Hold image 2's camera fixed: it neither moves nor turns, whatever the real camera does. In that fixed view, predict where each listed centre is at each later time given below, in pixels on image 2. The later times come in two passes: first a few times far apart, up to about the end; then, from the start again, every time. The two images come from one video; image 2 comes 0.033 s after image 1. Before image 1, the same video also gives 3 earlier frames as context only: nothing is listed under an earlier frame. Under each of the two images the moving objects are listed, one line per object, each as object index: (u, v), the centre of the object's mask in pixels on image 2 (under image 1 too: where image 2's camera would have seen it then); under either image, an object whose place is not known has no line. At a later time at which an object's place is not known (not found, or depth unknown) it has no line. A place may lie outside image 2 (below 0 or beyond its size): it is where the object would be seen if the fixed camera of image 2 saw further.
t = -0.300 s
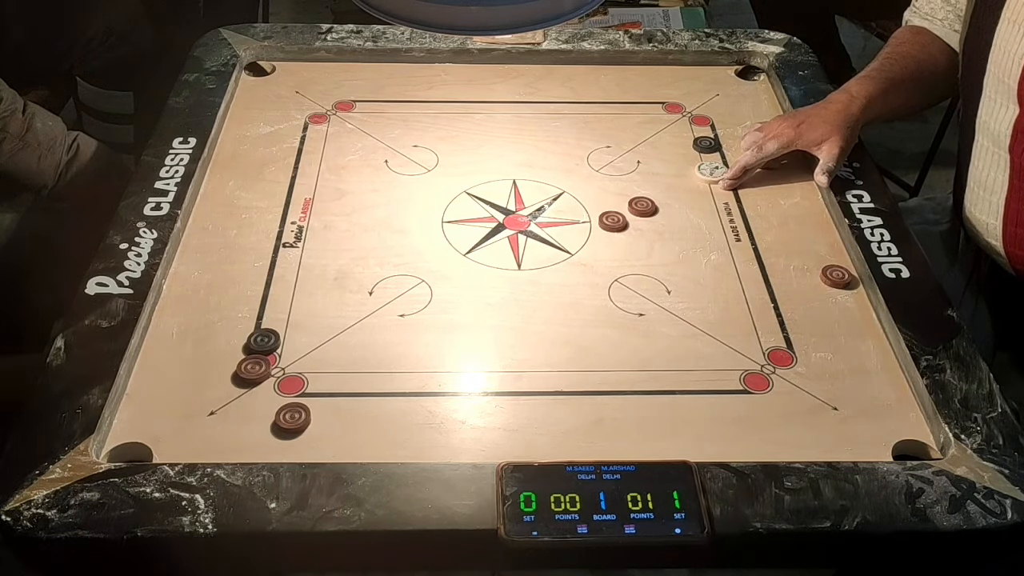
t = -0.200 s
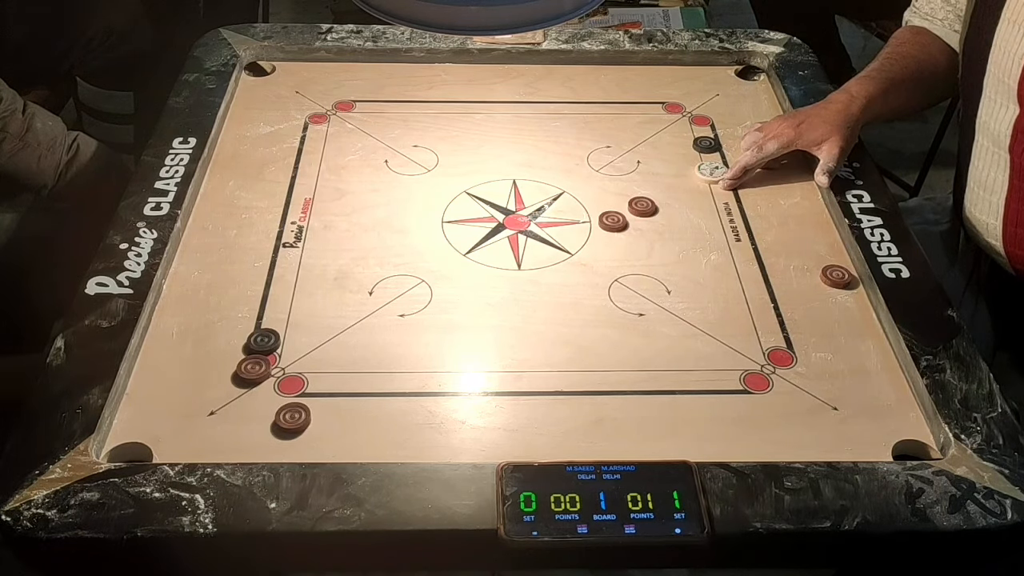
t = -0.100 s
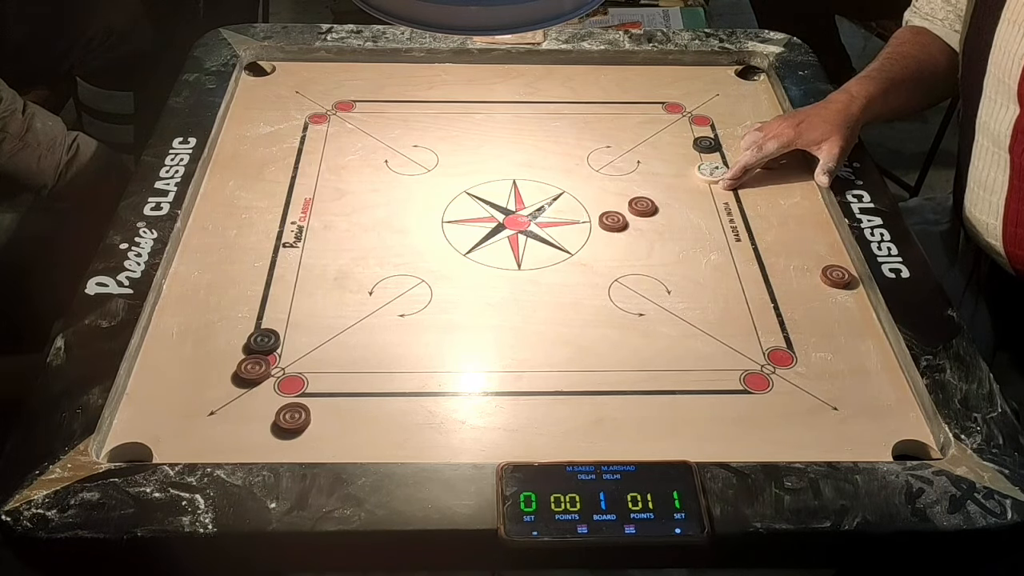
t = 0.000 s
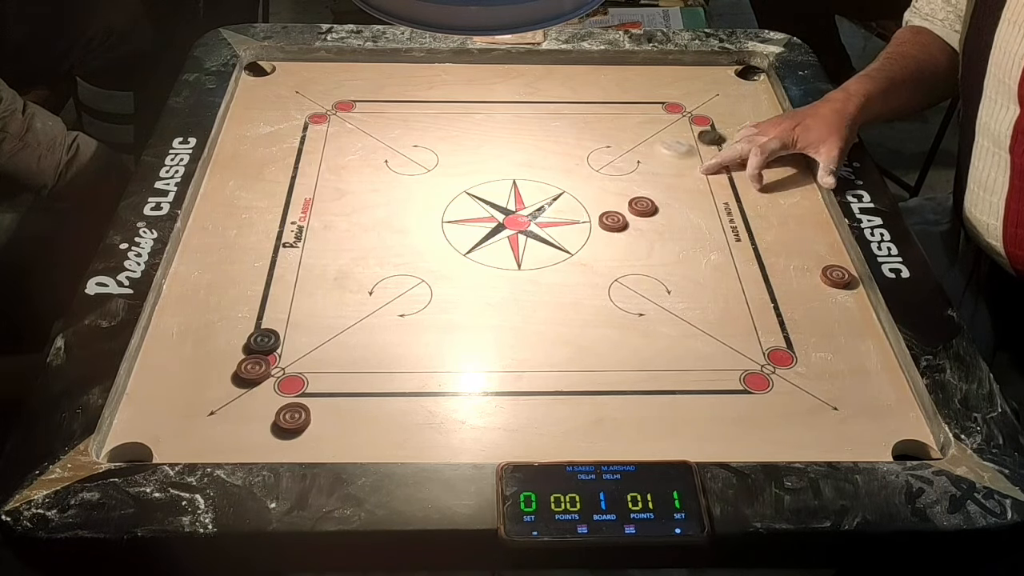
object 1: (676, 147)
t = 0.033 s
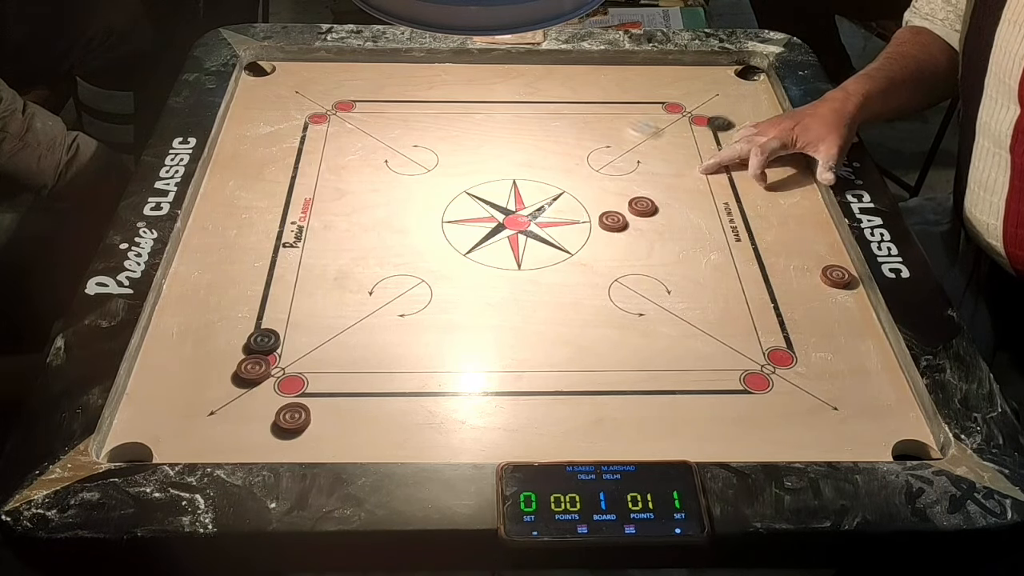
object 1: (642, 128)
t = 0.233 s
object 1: (505, 97)
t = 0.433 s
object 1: (412, 173)
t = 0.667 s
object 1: (316, 256)
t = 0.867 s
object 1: (258, 309)
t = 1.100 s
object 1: (227, 336)
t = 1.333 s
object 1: (226, 338)
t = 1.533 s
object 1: (226, 338)
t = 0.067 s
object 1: (614, 112)
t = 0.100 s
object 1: (585, 96)
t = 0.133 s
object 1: (560, 81)
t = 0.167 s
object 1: (538, 71)
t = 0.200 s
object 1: (522, 84)
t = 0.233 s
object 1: (505, 97)
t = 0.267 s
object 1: (489, 110)
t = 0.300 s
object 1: (472, 122)
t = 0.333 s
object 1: (457, 134)
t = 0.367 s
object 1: (442, 147)
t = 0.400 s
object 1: (426, 160)
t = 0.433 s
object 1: (412, 173)
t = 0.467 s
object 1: (396, 186)
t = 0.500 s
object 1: (382, 197)
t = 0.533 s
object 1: (367, 209)
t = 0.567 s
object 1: (354, 222)
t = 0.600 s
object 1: (340, 233)
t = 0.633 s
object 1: (328, 244)
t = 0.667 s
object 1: (316, 256)
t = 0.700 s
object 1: (304, 266)
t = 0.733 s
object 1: (293, 275)
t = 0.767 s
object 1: (283, 285)
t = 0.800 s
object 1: (274, 293)
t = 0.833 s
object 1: (266, 301)
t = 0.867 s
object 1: (258, 309)
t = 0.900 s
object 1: (251, 316)
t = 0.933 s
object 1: (245, 321)
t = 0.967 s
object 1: (240, 326)
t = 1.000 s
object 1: (235, 329)
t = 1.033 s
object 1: (231, 332)
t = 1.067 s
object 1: (229, 334)
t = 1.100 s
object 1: (227, 336)
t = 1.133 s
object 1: (226, 337)
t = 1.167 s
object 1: (225, 338)
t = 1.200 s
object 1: (225, 338)
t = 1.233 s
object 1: (225, 338)
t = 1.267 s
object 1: (226, 338)
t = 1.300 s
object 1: (226, 338)
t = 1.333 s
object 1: (226, 338)
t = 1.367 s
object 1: (226, 338)
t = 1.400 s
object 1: (226, 338)
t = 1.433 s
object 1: (226, 338)
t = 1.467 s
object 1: (226, 338)
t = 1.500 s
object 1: (226, 338)
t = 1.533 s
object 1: (226, 338)
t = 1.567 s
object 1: (226, 338)
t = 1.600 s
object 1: (226, 338)
